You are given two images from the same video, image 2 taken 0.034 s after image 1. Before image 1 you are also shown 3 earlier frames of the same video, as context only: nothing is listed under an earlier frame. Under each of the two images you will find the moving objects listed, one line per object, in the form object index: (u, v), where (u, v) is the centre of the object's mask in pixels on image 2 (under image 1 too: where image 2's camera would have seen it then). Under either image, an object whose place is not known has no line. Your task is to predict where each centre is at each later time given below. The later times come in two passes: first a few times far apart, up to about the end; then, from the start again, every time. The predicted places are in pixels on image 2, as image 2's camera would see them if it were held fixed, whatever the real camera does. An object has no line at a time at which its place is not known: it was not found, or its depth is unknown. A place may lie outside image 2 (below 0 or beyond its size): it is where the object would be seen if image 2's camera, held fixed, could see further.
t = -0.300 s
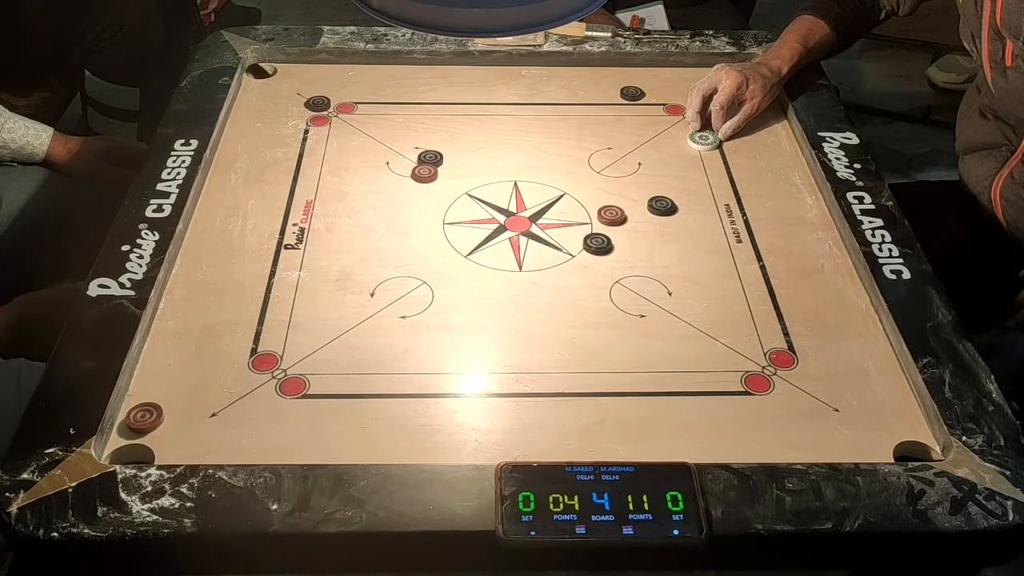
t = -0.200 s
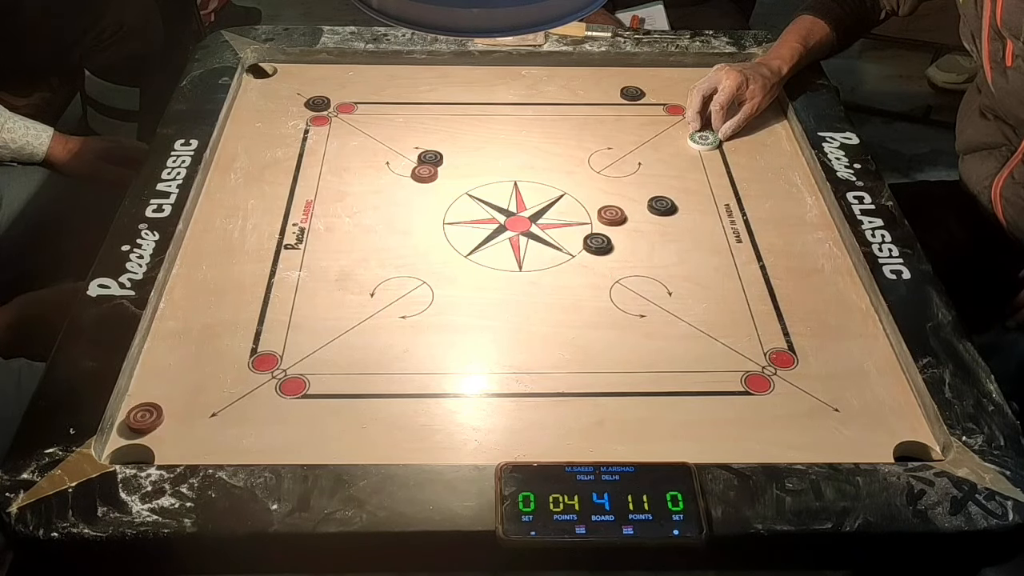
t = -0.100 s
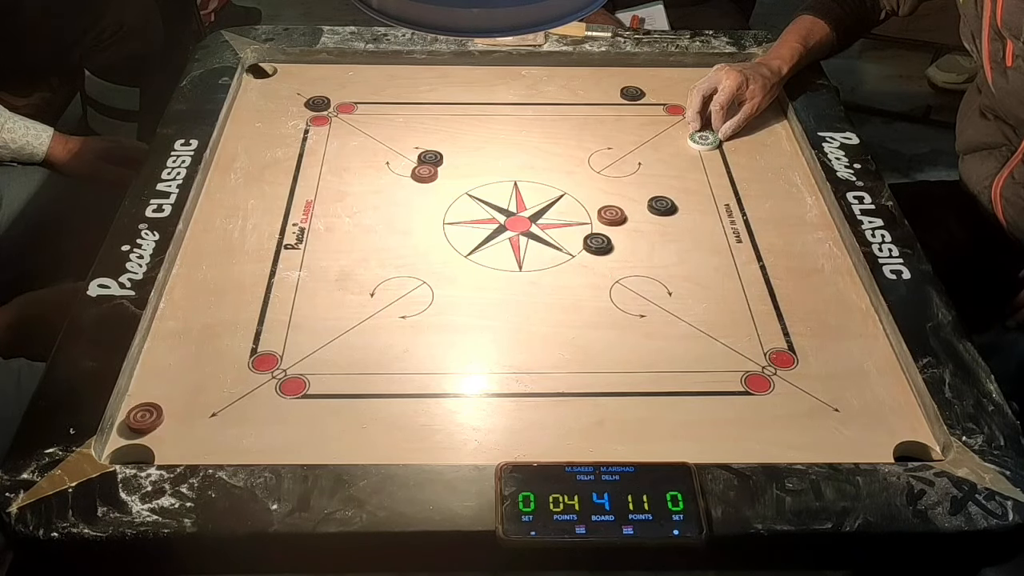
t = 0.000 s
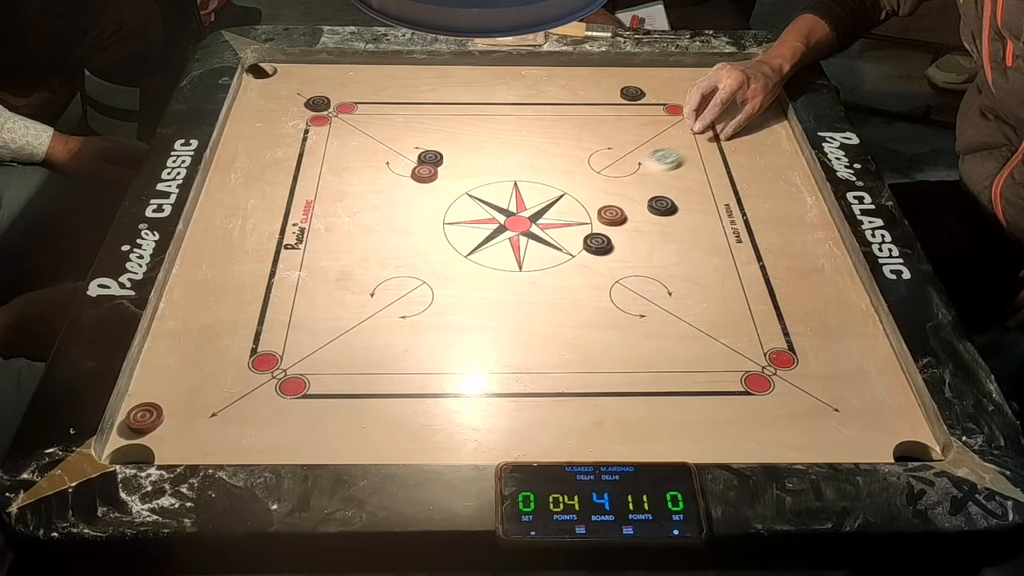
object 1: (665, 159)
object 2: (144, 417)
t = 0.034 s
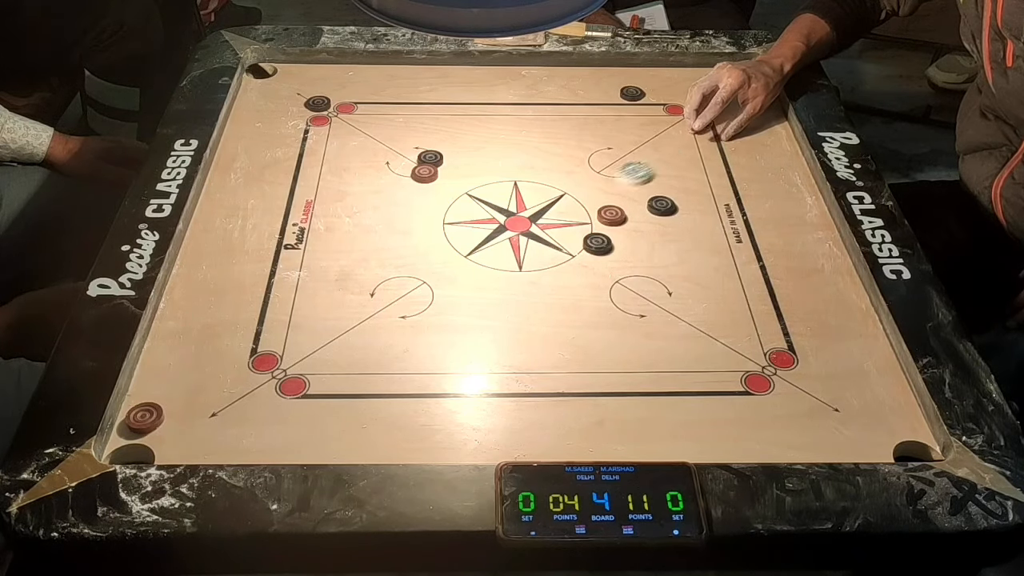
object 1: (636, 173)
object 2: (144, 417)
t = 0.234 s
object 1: (451, 262)
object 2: (144, 417)
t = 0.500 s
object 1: (204, 384)
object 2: (144, 417)
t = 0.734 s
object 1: (148, 415)
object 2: (220, 441)
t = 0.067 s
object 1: (606, 188)
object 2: (144, 417)
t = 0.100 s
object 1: (577, 202)
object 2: (144, 417)
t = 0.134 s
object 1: (545, 217)
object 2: (144, 417)
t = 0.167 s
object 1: (514, 230)
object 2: (144, 417)
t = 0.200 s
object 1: (483, 247)
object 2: (144, 417)
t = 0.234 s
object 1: (451, 262)
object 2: (144, 417)
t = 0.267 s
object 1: (420, 277)
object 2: (144, 417)
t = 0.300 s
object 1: (389, 292)
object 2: (144, 417)
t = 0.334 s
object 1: (357, 308)
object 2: (144, 417)
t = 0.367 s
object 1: (326, 323)
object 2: (144, 417)
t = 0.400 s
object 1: (295, 339)
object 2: (144, 417)
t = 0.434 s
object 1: (263, 354)
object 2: (144, 417)
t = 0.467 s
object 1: (233, 369)
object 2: (144, 417)
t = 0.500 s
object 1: (204, 384)
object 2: (144, 417)
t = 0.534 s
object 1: (178, 396)
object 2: (140, 420)
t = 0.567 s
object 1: (165, 401)
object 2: (143, 435)
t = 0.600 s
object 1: (153, 406)
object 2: (159, 448)
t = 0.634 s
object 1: (144, 410)
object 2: (175, 456)
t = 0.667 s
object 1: (143, 413)
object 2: (191, 454)
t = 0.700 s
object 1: (146, 414)
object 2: (205, 449)
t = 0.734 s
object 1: (148, 415)
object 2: (220, 441)
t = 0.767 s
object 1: (149, 415)
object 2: (232, 435)
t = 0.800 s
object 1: (149, 415)
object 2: (243, 428)
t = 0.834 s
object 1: (149, 415)
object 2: (251, 424)
